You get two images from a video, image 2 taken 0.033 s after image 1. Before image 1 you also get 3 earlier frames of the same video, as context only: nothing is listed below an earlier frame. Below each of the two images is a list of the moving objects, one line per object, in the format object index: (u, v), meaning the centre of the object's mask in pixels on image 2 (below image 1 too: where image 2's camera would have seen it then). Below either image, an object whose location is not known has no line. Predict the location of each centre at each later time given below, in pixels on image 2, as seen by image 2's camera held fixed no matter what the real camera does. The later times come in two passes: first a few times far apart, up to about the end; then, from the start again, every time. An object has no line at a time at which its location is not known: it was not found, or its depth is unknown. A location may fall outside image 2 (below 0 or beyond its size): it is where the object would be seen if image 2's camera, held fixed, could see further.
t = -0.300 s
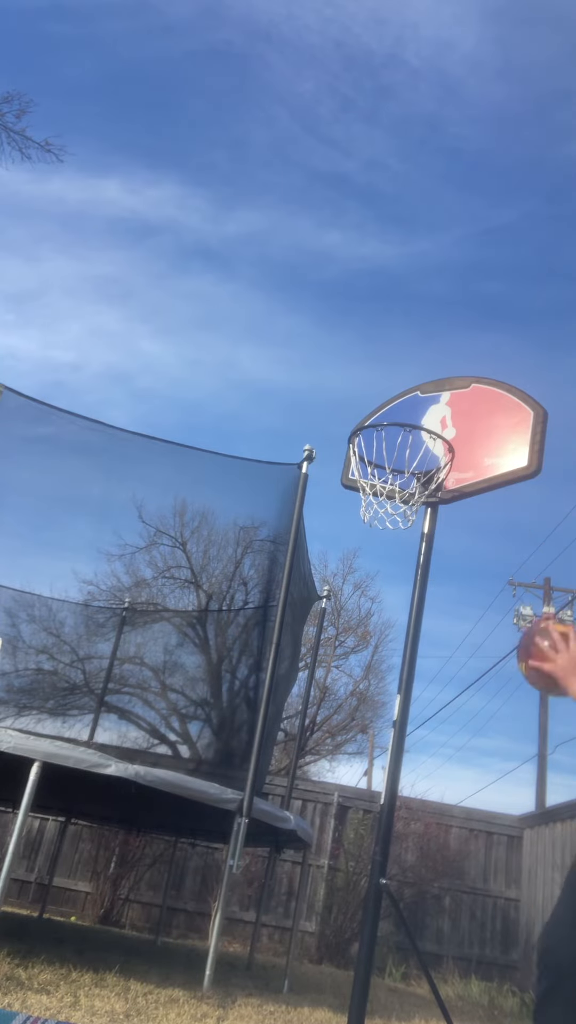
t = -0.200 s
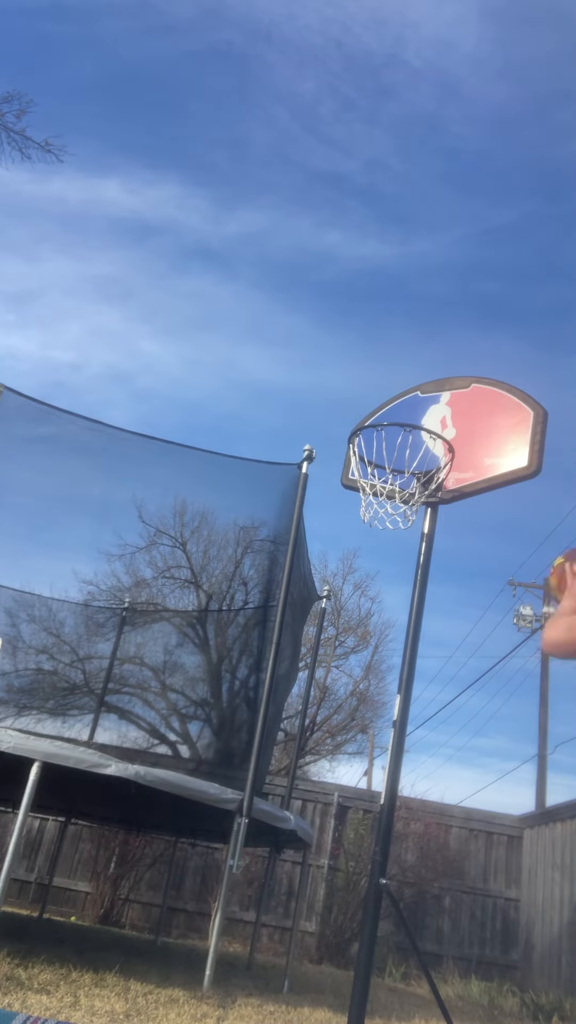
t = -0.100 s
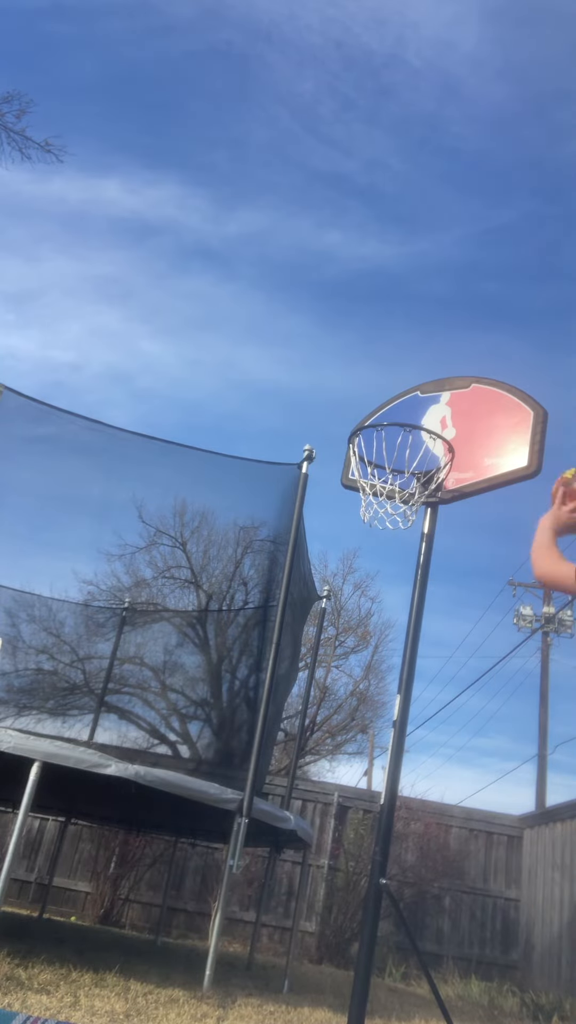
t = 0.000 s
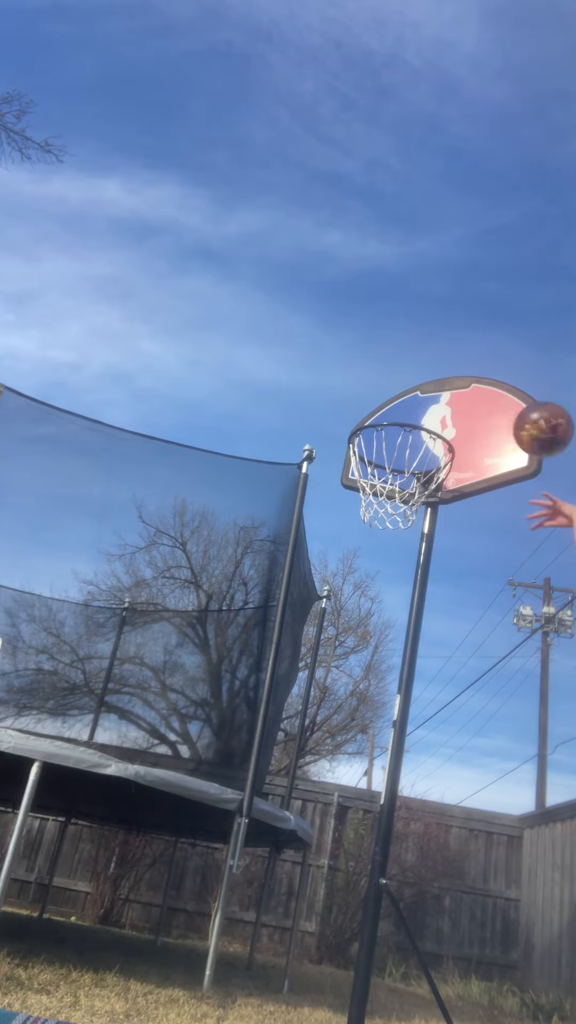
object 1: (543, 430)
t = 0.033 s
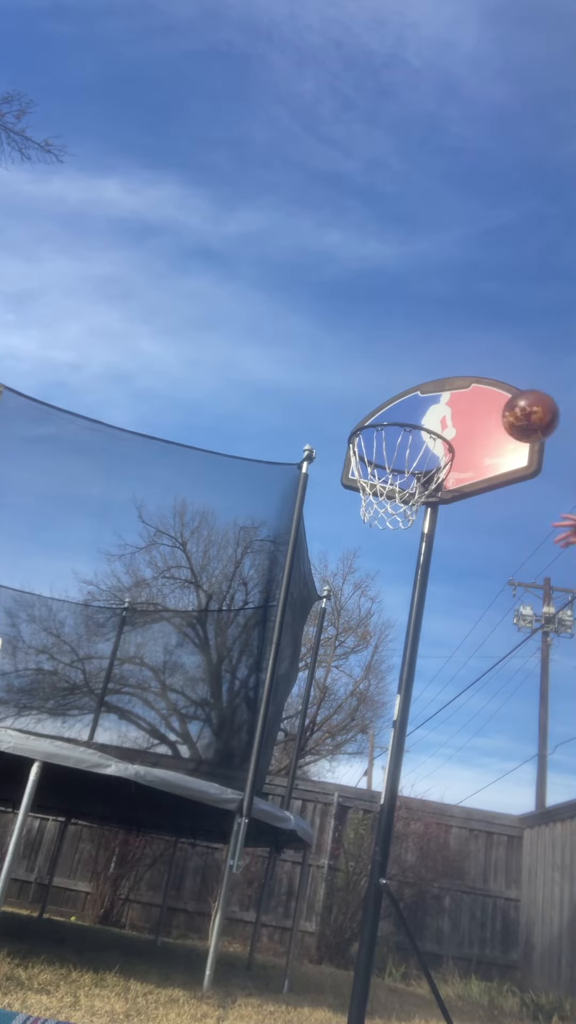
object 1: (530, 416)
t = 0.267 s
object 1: (447, 380)
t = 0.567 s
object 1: (374, 411)
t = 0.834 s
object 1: (404, 506)
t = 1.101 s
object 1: (410, 774)
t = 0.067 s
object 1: (519, 407)
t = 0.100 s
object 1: (508, 401)
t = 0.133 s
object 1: (498, 398)
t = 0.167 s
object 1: (486, 391)
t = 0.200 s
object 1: (474, 386)
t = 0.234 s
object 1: (461, 382)
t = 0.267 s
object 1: (447, 380)
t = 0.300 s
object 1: (433, 381)
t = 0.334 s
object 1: (420, 385)
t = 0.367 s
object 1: (406, 391)
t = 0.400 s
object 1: (393, 399)
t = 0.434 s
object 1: (378, 409)
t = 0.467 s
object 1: (358, 417)
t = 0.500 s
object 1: (362, 417)
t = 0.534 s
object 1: (367, 412)
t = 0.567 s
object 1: (374, 411)
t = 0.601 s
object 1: (380, 424)
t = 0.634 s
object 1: (385, 429)
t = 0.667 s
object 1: (389, 437)
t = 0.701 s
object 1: (392, 448)
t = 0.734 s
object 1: (396, 459)
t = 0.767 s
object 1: (399, 474)
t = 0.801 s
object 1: (401, 490)
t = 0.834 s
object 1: (404, 506)
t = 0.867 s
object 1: (406, 525)
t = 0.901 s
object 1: (407, 549)
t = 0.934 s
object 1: (408, 575)
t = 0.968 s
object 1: (409, 606)
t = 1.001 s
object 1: (411, 640)
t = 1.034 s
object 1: (411, 679)
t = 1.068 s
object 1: (411, 723)
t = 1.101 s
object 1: (410, 774)
